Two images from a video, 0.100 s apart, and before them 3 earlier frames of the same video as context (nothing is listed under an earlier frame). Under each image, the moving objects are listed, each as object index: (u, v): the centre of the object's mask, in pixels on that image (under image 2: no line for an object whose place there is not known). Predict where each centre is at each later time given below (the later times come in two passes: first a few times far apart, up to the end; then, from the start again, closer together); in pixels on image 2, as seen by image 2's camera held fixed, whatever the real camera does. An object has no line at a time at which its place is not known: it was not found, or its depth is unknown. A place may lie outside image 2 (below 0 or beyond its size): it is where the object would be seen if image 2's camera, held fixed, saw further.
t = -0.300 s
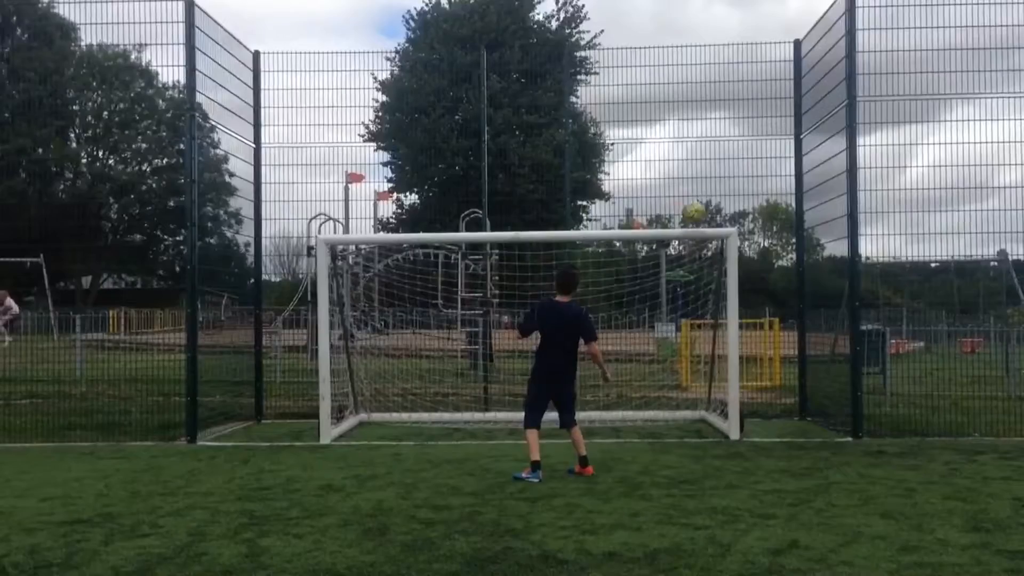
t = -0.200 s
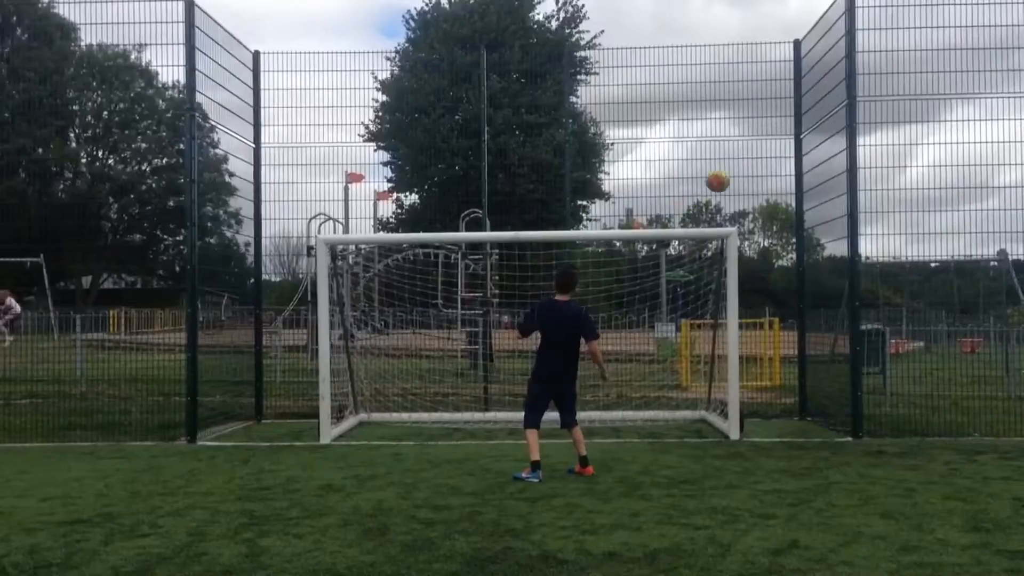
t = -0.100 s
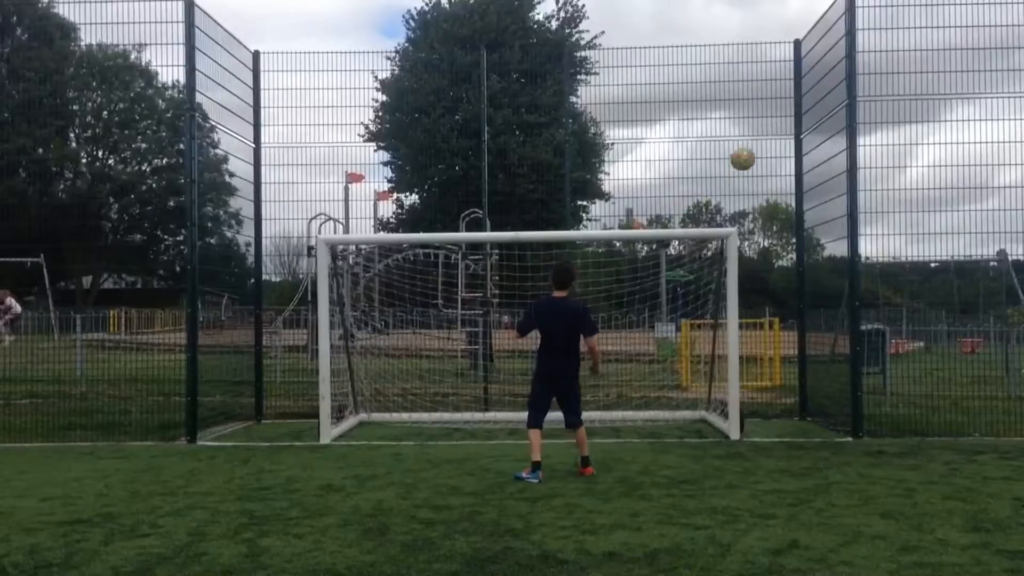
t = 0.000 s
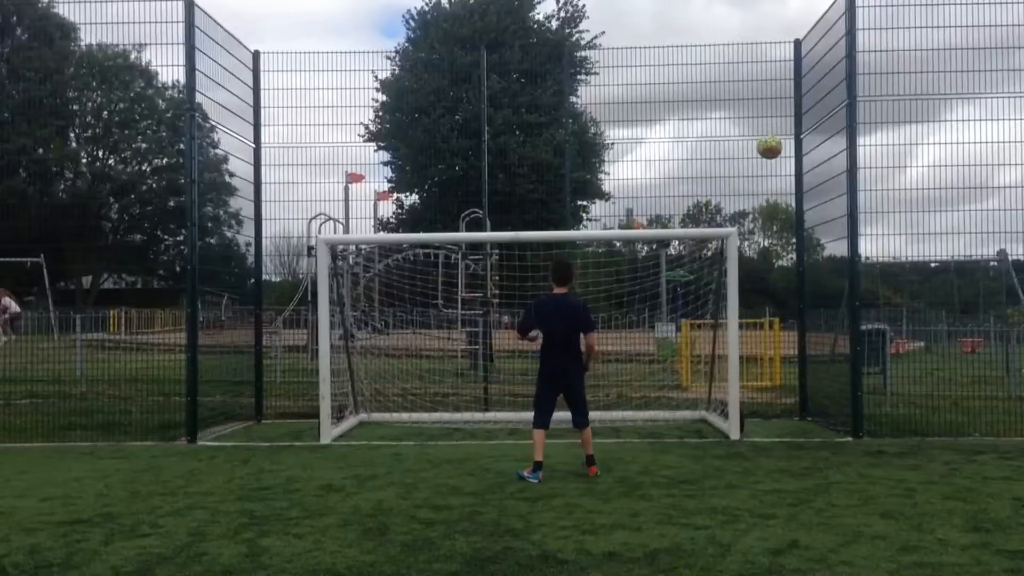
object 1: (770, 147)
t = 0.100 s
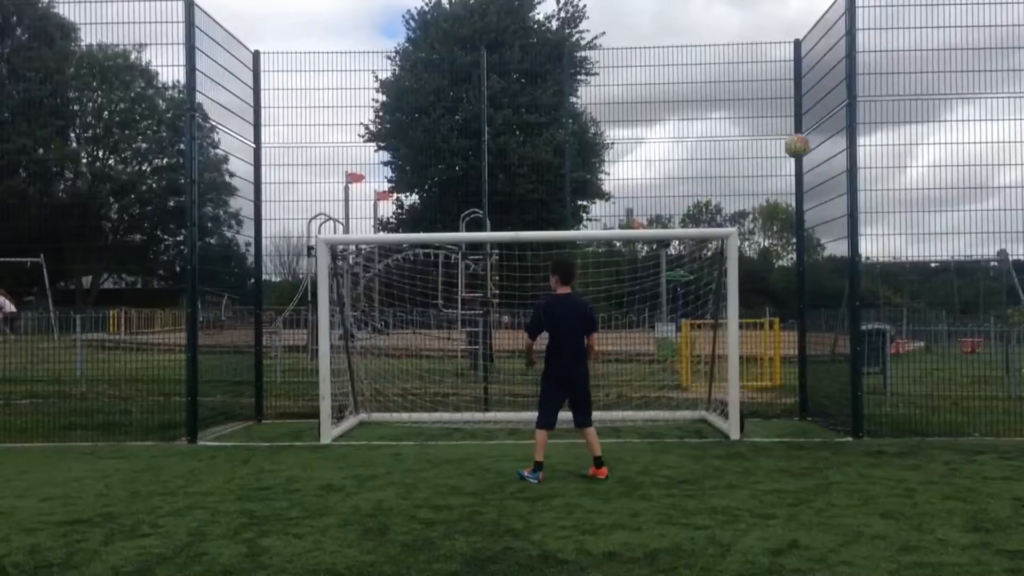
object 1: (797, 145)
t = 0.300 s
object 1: (858, 178)
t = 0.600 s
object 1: (961, 321)
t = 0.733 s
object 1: (1011, 430)
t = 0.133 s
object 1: (808, 148)
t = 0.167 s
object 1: (816, 151)
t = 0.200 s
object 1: (827, 157)
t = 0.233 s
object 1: (837, 163)
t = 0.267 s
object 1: (847, 170)
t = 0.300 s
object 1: (858, 178)
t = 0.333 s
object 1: (869, 189)
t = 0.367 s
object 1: (879, 200)
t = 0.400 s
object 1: (891, 213)
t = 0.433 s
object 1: (902, 228)
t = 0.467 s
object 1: (913, 243)
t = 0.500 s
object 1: (924, 260)
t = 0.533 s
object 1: (937, 278)
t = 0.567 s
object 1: (949, 299)
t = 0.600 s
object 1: (961, 321)
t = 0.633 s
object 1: (974, 346)
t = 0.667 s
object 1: (987, 373)
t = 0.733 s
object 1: (1011, 430)
